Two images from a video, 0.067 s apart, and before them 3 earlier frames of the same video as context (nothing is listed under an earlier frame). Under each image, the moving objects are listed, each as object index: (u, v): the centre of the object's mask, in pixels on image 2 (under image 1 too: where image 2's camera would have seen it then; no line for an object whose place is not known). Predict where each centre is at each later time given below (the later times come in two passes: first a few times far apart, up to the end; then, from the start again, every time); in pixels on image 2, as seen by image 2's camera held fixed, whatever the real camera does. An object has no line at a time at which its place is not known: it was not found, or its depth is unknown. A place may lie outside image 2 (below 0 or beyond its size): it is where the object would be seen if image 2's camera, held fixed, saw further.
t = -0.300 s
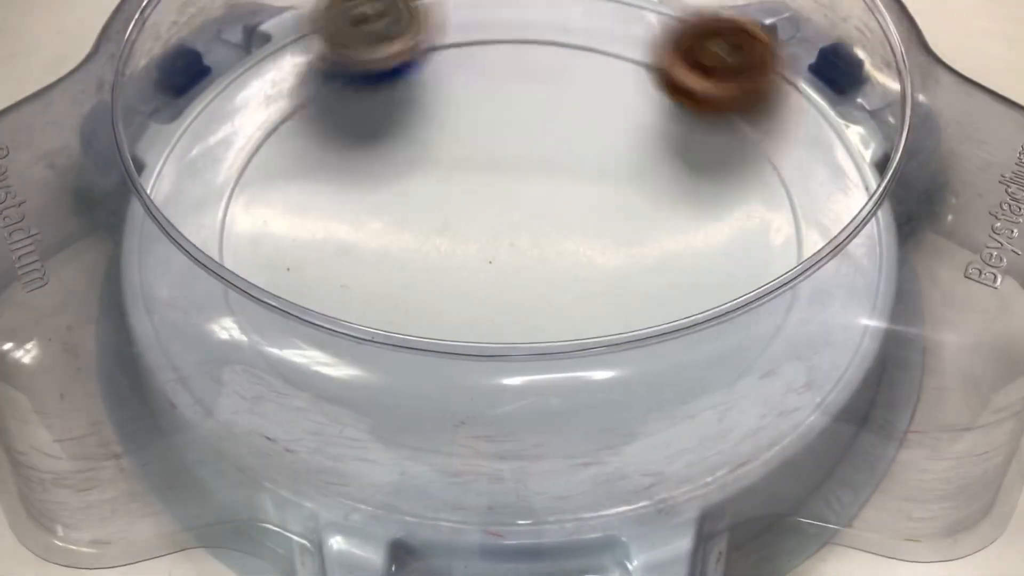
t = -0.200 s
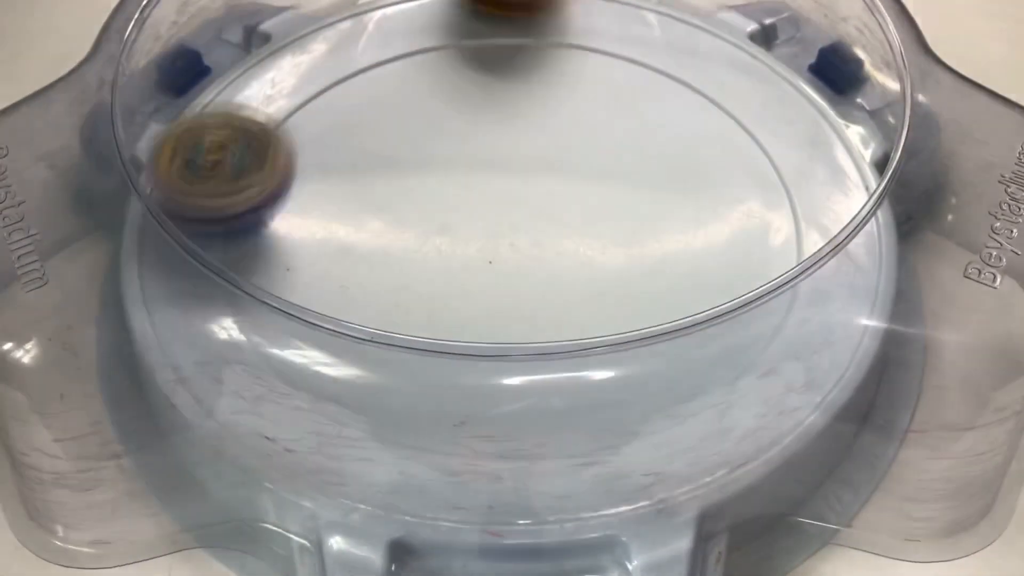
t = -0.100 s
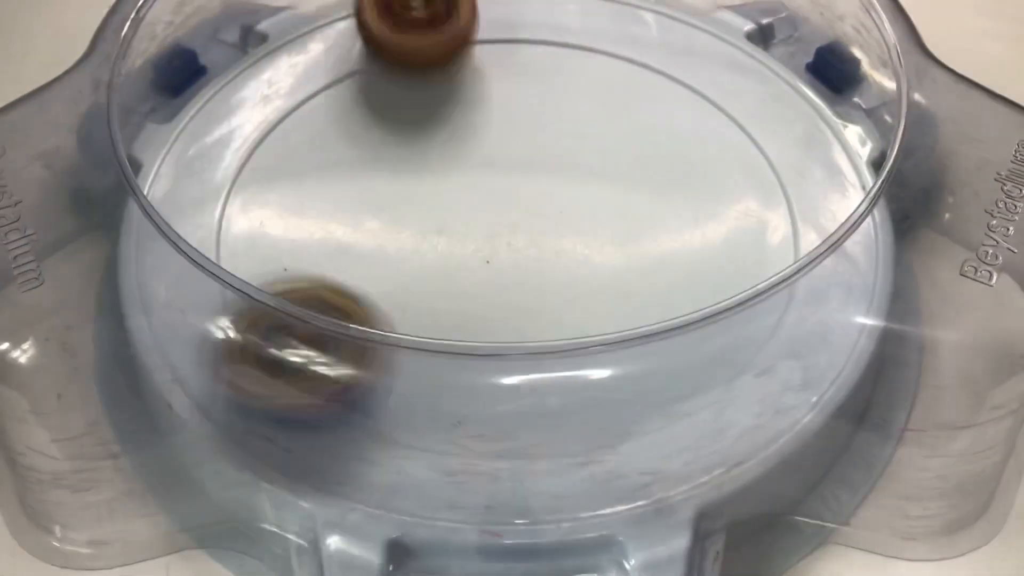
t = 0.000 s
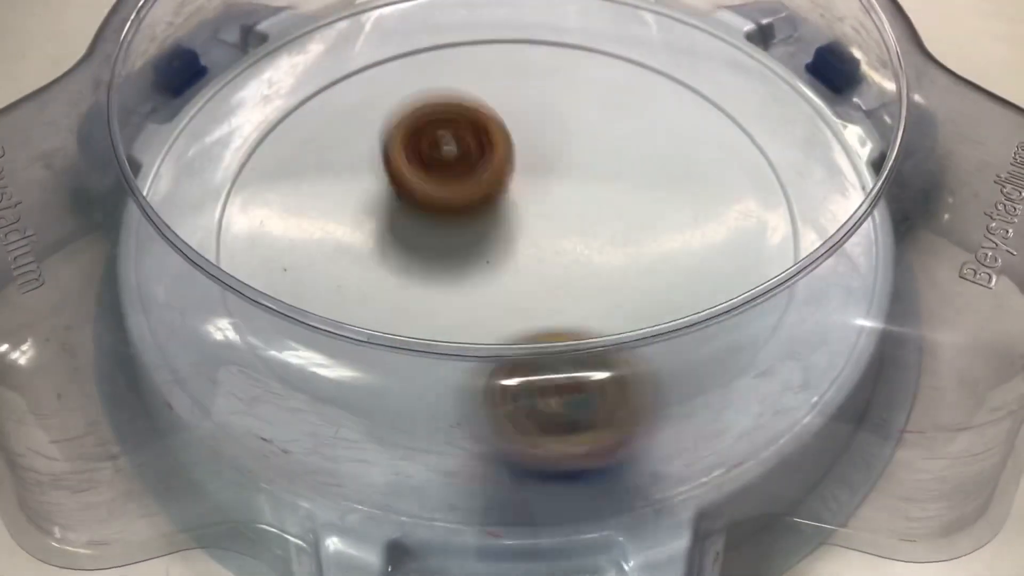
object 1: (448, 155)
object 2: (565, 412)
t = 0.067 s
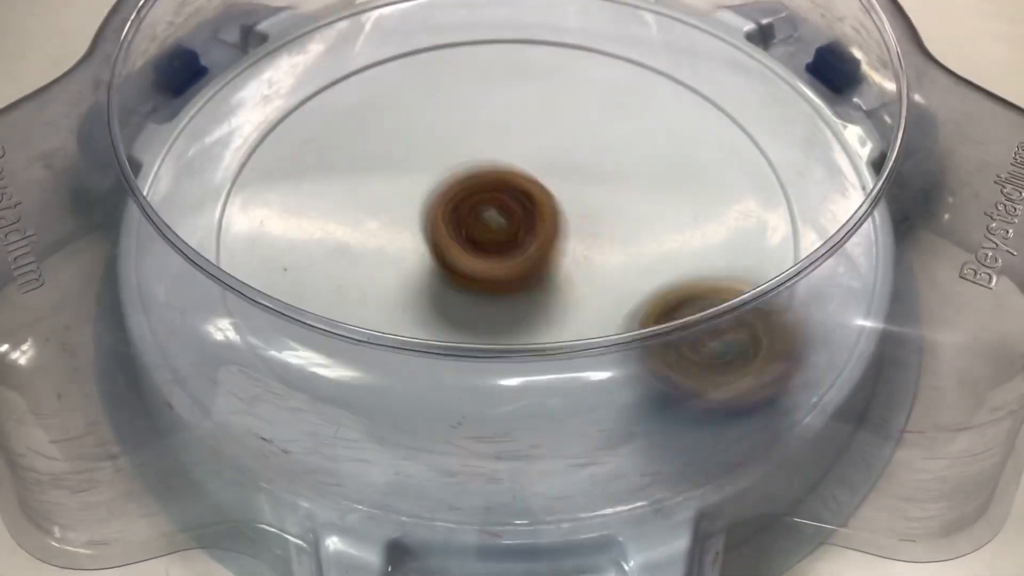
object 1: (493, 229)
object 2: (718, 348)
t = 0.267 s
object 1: (768, 225)
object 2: (718, 66)
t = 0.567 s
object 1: (637, 36)
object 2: (217, 162)
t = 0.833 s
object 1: (379, 240)
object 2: (660, 378)
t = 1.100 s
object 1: (786, 341)
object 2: (683, 44)
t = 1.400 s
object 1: (710, 166)
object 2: (216, 189)
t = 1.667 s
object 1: (351, 247)
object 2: (667, 387)
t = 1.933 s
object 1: (587, 399)
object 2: (693, 45)
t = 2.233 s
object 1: (596, 211)
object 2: (219, 178)
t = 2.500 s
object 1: (274, 195)
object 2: (555, 411)
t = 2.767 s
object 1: (437, 343)
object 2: (725, 190)
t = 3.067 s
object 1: (545, 138)
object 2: (485, 43)
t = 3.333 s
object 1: (434, 174)
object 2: (257, 138)
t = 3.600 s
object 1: (536, 227)
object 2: (474, 302)
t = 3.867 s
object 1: (578, 139)
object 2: (689, 196)
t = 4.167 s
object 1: (463, 174)
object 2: (551, 37)
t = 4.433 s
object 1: (518, 220)
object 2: (348, 122)
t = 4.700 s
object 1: (544, 205)
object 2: (452, 294)
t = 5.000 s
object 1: (535, 194)
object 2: (736, 237)
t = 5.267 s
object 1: (557, 209)
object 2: (637, 91)
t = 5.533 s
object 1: (531, 227)
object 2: (403, 138)
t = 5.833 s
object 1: (512, 217)
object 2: (387, 325)
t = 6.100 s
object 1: (514, 213)
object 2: (651, 297)
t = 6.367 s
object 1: (507, 218)
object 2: (605, 132)
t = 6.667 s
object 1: (499, 211)
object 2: (363, 100)
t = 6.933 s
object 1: (505, 207)
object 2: (343, 258)
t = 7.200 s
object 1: (504, 198)
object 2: (597, 274)
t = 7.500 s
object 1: (513, 197)
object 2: (649, 96)
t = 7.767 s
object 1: (522, 201)
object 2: (453, 78)
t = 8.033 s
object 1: (530, 208)
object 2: (395, 237)
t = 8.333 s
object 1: (534, 211)
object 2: (637, 305)
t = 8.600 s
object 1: (525, 213)
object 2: (689, 162)
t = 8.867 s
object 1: (512, 220)
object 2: (485, 117)
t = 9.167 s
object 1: (506, 226)
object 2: (331, 240)
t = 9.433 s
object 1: (504, 214)
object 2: (522, 323)
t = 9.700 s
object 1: (493, 207)
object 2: (634, 186)
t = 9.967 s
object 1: (492, 205)
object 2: (503, 75)
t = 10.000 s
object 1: (493, 204)
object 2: (478, 74)
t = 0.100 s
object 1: (530, 254)
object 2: (766, 300)
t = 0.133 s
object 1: (579, 273)
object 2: (790, 247)
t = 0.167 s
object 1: (626, 275)
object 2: (794, 196)
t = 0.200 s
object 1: (677, 267)
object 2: (786, 150)
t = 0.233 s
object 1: (728, 249)
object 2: (759, 104)
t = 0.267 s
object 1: (768, 225)
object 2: (718, 66)
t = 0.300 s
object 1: (796, 191)
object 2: (666, 40)
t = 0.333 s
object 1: (791, 150)
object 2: (608, 28)
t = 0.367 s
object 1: (780, 115)
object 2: (545, 23)
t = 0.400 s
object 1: (771, 84)
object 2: (478, 23)
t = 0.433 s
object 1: (758, 57)
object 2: (413, 27)
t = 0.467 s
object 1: (729, 47)
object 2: (346, 40)
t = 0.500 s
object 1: (700, 40)
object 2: (294, 63)
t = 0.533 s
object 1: (670, 37)
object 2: (247, 110)
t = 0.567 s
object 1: (637, 36)
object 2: (217, 162)
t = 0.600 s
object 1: (600, 40)
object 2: (213, 214)
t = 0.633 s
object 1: (559, 46)
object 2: (230, 278)
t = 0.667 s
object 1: (519, 59)
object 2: (274, 334)
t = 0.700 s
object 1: (477, 84)
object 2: (332, 386)
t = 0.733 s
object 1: (441, 115)
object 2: (419, 408)
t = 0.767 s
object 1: (410, 153)
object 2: (502, 415)
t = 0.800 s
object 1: (389, 194)
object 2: (583, 403)
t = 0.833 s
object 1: (379, 240)
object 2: (660, 378)
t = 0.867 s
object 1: (388, 278)
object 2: (720, 347)
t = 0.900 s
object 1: (409, 326)
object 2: (763, 304)
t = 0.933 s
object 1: (448, 368)
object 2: (789, 253)
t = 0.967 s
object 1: (507, 410)
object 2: (792, 201)
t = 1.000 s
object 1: (575, 416)
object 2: (789, 158)
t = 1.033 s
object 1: (653, 391)
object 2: (766, 113)
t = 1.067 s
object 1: (725, 371)
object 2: (730, 75)
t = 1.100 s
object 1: (786, 341)
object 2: (683, 44)
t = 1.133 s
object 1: (820, 303)
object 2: (627, 31)
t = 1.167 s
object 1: (851, 273)
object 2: (565, 24)
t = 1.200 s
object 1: (868, 243)
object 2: (501, 22)
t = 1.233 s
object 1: (874, 216)
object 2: (435, 25)
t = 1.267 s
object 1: (866, 192)
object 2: (370, 33)
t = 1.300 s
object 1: (819, 179)
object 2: (313, 51)
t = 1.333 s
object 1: (793, 177)
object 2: (264, 91)
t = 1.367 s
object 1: (754, 174)
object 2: (229, 138)
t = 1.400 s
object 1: (710, 166)
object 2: (216, 189)
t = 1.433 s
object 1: (663, 161)
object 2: (221, 246)
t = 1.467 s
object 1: (620, 157)
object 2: (257, 309)
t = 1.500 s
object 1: (575, 159)
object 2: (306, 356)
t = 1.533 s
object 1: (526, 166)
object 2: (370, 397)
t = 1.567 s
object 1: (476, 178)
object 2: (449, 413)
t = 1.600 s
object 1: (430, 196)
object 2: (526, 416)
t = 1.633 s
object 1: (388, 219)
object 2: (598, 407)
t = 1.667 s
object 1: (351, 247)
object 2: (667, 387)
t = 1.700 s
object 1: (333, 271)
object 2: (718, 348)
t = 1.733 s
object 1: (318, 315)
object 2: (760, 307)
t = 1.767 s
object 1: (321, 349)
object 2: (786, 259)
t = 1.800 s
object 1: (347, 389)
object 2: (789, 207)
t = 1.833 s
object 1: (417, 400)
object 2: (793, 164)
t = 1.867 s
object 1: (485, 409)
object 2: (774, 118)
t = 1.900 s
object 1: (540, 406)
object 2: (738, 80)
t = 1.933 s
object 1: (587, 399)
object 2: (693, 45)
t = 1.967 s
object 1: (625, 375)
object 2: (639, 31)
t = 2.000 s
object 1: (652, 355)
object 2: (578, 24)
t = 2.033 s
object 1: (662, 324)
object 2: (514, 21)
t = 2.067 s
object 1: (668, 306)
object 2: (449, 23)
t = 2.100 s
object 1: (661, 278)
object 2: (384, 31)
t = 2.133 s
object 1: (656, 265)
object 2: (326, 46)
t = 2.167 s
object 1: (641, 245)
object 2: (277, 81)
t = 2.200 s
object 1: (620, 228)
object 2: (239, 128)
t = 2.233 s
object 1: (596, 211)
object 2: (219, 178)
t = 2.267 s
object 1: (565, 195)
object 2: (220, 233)
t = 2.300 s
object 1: (529, 182)
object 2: (241, 287)
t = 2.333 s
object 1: (489, 171)
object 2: (279, 331)
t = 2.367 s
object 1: (444, 165)
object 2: (322, 366)
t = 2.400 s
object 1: (398, 163)
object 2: (375, 397)
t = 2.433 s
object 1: (354, 167)
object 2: (436, 410)
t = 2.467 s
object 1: (311, 177)
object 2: (497, 414)
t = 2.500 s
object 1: (274, 195)
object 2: (555, 411)
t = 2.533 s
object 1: (247, 218)
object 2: (609, 399)
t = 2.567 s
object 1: (232, 244)
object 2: (650, 368)
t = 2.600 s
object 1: (252, 281)
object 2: (682, 341)
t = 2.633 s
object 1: (288, 320)
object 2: (706, 310)
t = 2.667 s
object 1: (325, 335)
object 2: (721, 279)
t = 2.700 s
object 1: (363, 348)
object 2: (727, 244)
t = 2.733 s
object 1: (400, 352)
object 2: (732, 220)
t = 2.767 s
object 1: (437, 343)
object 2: (725, 190)
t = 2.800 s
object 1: (475, 341)
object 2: (712, 163)
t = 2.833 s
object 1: (509, 309)
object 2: (693, 138)
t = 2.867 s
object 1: (536, 299)
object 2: (671, 116)
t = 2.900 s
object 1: (558, 284)
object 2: (645, 97)
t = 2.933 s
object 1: (572, 258)
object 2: (617, 80)
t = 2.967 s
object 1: (578, 231)
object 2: (586, 65)
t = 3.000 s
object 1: (577, 201)
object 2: (554, 54)
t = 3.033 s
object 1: (565, 169)
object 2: (520, 46)
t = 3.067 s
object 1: (545, 138)
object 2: (485, 43)
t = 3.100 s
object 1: (522, 119)
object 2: (447, 38)
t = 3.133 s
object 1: (497, 107)
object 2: (409, 34)
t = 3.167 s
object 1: (468, 100)
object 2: (374, 35)
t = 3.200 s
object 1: (450, 110)
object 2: (345, 41)
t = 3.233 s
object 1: (443, 127)
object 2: (318, 61)
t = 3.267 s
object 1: (439, 143)
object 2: (296, 85)
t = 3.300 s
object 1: (435, 159)
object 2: (276, 112)
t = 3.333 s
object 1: (434, 174)
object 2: (257, 138)
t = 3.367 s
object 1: (439, 186)
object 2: (245, 165)
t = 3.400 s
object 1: (449, 197)
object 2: (241, 196)
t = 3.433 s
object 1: (461, 209)
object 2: (252, 224)
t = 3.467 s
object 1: (475, 217)
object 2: (273, 255)
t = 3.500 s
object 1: (490, 226)
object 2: (305, 281)
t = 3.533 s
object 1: (504, 233)
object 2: (352, 300)
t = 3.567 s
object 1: (517, 234)
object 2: (409, 313)
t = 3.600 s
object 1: (536, 227)
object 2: (474, 302)
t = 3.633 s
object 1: (559, 215)
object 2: (519, 319)
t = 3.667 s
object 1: (578, 201)
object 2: (562, 319)
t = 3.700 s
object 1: (589, 188)
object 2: (601, 310)
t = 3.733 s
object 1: (593, 178)
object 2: (630, 292)
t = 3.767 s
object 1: (594, 166)
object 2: (653, 268)
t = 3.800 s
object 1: (591, 156)
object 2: (672, 249)
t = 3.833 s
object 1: (586, 146)
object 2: (683, 223)
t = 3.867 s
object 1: (578, 139)
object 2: (689, 196)
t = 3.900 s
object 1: (567, 135)
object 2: (688, 171)
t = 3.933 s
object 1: (547, 127)
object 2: (687, 148)
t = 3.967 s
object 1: (526, 123)
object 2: (681, 124)
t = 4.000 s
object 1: (511, 124)
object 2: (669, 102)
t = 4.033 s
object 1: (500, 129)
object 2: (652, 81)
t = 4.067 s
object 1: (491, 139)
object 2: (631, 64)
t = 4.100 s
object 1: (481, 150)
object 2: (606, 50)
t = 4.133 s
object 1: (469, 162)
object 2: (579, 42)
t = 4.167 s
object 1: (463, 174)
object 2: (551, 37)
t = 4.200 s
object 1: (462, 183)
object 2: (519, 35)
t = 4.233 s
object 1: (466, 190)
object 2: (487, 37)
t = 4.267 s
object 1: (474, 198)
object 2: (458, 41)
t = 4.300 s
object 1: (481, 209)
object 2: (429, 47)
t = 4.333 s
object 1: (489, 216)
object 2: (403, 60)
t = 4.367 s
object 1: (497, 220)
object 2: (380, 79)
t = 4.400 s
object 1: (506, 220)
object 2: (361, 99)
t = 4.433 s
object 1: (518, 220)
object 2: (348, 122)
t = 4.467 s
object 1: (531, 222)
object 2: (340, 149)
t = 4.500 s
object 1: (543, 221)
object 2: (339, 175)
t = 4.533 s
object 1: (550, 219)
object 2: (343, 200)
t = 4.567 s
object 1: (552, 215)
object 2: (355, 225)
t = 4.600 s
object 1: (551, 211)
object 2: (372, 249)
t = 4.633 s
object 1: (549, 209)
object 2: (393, 270)
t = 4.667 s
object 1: (547, 207)
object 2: (421, 285)
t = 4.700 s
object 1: (544, 205)
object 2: (452, 294)
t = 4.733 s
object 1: (541, 203)
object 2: (487, 314)
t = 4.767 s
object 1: (536, 201)
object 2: (524, 322)
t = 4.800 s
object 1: (532, 200)
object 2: (561, 323)
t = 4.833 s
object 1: (530, 199)
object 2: (599, 319)
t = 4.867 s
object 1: (529, 196)
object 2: (635, 310)
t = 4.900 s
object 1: (529, 195)
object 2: (669, 299)
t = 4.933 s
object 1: (530, 194)
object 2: (698, 283)
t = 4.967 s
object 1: (532, 194)
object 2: (721, 264)
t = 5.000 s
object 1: (535, 194)
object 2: (736, 237)
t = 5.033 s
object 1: (539, 195)
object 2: (750, 217)
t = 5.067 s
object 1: (542, 196)
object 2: (753, 193)
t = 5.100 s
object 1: (546, 197)
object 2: (747, 169)
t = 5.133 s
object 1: (550, 199)
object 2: (735, 147)
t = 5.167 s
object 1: (552, 201)
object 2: (716, 127)
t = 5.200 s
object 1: (555, 203)
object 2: (692, 111)
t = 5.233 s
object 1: (557, 206)
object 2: (666, 100)
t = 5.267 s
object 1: (557, 209)
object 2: (637, 91)
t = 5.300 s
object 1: (557, 212)
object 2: (606, 87)
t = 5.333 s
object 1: (556, 216)
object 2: (575, 85)
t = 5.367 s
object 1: (554, 219)
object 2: (544, 87)
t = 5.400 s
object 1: (550, 222)
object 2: (514, 92)
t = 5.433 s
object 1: (545, 225)
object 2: (483, 99)
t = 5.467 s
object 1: (540, 226)
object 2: (455, 110)
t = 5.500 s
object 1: (535, 227)
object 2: (429, 122)
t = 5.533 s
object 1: (531, 227)
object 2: (403, 138)
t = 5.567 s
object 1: (527, 226)
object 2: (382, 154)
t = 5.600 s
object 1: (524, 225)
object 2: (364, 172)
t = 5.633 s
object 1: (521, 223)
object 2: (351, 193)
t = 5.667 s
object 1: (519, 223)
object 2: (342, 215)
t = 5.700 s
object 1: (518, 221)
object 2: (338, 238)
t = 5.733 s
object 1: (517, 220)
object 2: (342, 261)
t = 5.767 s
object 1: (515, 219)
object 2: (353, 276)
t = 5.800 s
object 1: (514, 218)
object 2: (365, 305)
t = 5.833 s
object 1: (512, 217)
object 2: (387, 325)
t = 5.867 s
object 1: (512, 215)
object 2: (421, 339)
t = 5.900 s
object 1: (511, 214)
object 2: (453, 352)
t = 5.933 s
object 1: (511, 213)
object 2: (494, 361)
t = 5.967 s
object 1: (511, 212)
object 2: (533, 356)
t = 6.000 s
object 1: (511, 212)
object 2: (569, 341)
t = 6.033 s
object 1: (513, 212)
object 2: (603, 336)
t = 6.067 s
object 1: (514, 213)
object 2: (631, 317)
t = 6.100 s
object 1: (514, 213)
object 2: (651, 297)
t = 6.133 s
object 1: (515, 214)
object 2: (662, 270)
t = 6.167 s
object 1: (515, 215)
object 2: (672, 253)
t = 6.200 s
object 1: (514, 216)
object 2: (673, 230)
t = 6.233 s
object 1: (513, 217)
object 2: (668, 207)
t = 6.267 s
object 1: (512, 217)
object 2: (657, 185)
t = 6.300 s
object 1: (511, 218)
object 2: (642, 166)
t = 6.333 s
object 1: (509, 218)
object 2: (625, 148)
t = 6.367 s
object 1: (507, 218)
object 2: (605, 132)
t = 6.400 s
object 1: (505, 218)
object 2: (581, 117)
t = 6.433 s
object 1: (503, 217)
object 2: (557, 105)
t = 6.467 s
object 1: (502, 217)
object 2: (530, 95)
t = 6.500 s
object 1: (501, 216)
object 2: (503, 89)
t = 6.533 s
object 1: (499, 215)
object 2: (475, 85)
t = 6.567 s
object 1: (499, 214)
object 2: (445, 85)
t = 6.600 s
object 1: (498, 213)
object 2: (417, 87)
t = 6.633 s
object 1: (498, 213)
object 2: (389, 92)
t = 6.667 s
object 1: (499, 211)
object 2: (363, 100)
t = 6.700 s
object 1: (499, 211)
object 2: (339, 113)
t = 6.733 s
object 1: (500, 210)
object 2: (321, 128)
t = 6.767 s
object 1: (501, 210)
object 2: (306, 148)
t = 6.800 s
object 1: (502, 209)
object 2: (300, 170)
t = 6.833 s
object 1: (503, 208)
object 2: (299, 192)
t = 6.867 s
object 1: (503, 208)
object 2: (306, 216)
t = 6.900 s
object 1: (504, 207)
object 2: (322, 238)
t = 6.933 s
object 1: (505, 207)
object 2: (343, 258)
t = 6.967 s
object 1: (505, 207)
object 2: (369, 272)
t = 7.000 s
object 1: (505, 206)
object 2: (400, 283)
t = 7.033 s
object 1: (507, 203)
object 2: (435, 291)
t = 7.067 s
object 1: (507, 200)
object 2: (468, 295)
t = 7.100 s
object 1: (507, 197)
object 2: (502, 294)
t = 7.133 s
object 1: (505, 196)
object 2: (536, 291)
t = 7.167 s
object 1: (504, 196)
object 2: (567, 284)
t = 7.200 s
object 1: (504, 198)
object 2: (597, 274)
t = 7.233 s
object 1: (506, 199)
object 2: (622, 259)
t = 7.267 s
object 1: (508, 199)
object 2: (645, 242)
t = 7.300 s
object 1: (508, 199)
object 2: (660, 222)
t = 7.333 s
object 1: (509, 199)
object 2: (671, 201)
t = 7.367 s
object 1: (509, 198)
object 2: (677, 178)
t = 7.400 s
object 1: (510, 197)
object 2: (677, 156)
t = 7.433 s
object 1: (510, 197)
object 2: (672, 134)
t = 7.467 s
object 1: (512, 197)
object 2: (663, 114)
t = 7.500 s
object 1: (513, 197)
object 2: (649, 96)
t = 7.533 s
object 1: (514, 197)
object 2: (630, 81)
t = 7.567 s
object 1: (515, 197)
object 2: (609, 68)
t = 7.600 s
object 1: (517, 198)
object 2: (584, 60)
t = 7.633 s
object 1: (518, 199)
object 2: (558, 55)
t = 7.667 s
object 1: (519, 199)
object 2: (530, 55)
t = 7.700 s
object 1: (520, 200)
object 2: (503, 59)
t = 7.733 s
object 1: (522, 201)
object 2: (477, 67)
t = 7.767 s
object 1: (522, 201)
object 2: (453, 78)
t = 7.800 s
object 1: (524, 203)
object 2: (432, 93)
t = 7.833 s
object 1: (524, 203)
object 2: (413, 110)
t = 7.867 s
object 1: (526, 204)
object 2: (399, 129)
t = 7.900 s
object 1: (527, 205)
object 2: (388, 150)
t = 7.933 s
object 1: (528, 206)
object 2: (383, 172)
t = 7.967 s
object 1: (528, 207)
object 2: (382, 194)
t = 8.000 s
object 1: (529, 207)
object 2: (386, 215)
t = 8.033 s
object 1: (530, 208)
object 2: (395, 237)
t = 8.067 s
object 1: (533, 208)
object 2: (410, 258)
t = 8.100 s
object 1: (534, 207)
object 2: (427, 276)
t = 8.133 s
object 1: (535, 207)
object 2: (452, 289)
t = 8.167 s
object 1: (535, 206)
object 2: (478, 297)
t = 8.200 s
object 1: (535, 206)
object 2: (506, 301)
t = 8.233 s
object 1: (534, 207)
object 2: (538, 303)
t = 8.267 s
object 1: (534, 208)
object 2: (569, 302)
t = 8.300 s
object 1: (534, 210)
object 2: (606, 312)
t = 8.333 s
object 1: (534, 211)
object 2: (637, 305)
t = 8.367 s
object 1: (534, 211)
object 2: (665, 294)
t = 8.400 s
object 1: (533, 211)
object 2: (683, 270)
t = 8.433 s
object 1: (532, 211)
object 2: (703, 256)
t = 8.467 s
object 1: (531, 211)
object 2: (716, 240)
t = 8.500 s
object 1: (530, 211)
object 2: (719, 219)
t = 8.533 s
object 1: (528, 211)
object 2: (716, 198)
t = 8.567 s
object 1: (527, 212)
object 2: (705, 179)
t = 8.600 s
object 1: (525, 213)
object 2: (689, 162)
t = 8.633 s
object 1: (523, 214)
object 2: (669, 148)
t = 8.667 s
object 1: (522, 214)
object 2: (646, 136)
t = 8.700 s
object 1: (521, 215)
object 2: (621, 126)
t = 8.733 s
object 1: (519, 216)
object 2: (594, 120)
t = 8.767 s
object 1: (517, 217)
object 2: (567, 116)
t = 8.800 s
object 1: (515, 217)
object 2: (539, 113)
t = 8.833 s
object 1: (514, 218)
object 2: (512, 114)
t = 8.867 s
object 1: (512, 220)
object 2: (485, 117)
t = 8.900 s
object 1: (512, 221)
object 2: (458, 123)
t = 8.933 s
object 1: (510, 223)
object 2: (432, 130)
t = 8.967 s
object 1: (509, 223)
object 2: (407, 140)
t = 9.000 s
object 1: (508, 225)
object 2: (385, 152)
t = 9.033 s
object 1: (507, 225)
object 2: (366, 165)
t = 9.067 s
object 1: (506, 226)
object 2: (349, 181)
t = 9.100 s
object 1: (506, 226)
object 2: (338, 199)
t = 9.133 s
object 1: (505, 226)
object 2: (331, 219)
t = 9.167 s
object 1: (506, 226)
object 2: (331, 240)
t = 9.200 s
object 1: (505, 226)
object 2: (337, 259)
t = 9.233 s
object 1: (505, 225)
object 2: (350, 273)
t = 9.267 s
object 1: (506, 224)
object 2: (366, 297)
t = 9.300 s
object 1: (506, 224)
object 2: (395, 308)
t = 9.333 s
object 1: (506, 221)
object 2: (423, 322)
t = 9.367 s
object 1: (506, 219)
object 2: (456, 323)
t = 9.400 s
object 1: (505, 216)
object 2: (489, 325)
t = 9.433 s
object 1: (504, 214)
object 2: (522, 323)
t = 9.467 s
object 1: (502, 212)
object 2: (549, 313)
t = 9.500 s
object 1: (499, 211)
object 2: (574, 292)
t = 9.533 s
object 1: (498, 210)
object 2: (597, 281)
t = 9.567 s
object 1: (497, 210)
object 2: (614, 267)
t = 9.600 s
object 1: (496, 210)
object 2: (626, 248)
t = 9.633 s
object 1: (496, 209)
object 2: (635, 227)
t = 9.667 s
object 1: (494, 208)
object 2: (636, 206)
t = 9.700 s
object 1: (493, 207)
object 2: (634, 186)
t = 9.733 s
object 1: (492, 207)
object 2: (627, 167)
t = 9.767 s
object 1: (491, 206)
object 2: (618, 148)
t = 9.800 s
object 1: (491, 206)
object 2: (605, 131)
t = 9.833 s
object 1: (490, 206)
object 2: (589, 115)
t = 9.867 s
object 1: (490, 206)
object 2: (571, 102)
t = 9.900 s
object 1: (491, 205)
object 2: (551, 90)
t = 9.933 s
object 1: (491, 205)
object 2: (528, 82)
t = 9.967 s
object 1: (492, 205)
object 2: (503, 75)
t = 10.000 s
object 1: (493, 204)
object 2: (478, 74)
